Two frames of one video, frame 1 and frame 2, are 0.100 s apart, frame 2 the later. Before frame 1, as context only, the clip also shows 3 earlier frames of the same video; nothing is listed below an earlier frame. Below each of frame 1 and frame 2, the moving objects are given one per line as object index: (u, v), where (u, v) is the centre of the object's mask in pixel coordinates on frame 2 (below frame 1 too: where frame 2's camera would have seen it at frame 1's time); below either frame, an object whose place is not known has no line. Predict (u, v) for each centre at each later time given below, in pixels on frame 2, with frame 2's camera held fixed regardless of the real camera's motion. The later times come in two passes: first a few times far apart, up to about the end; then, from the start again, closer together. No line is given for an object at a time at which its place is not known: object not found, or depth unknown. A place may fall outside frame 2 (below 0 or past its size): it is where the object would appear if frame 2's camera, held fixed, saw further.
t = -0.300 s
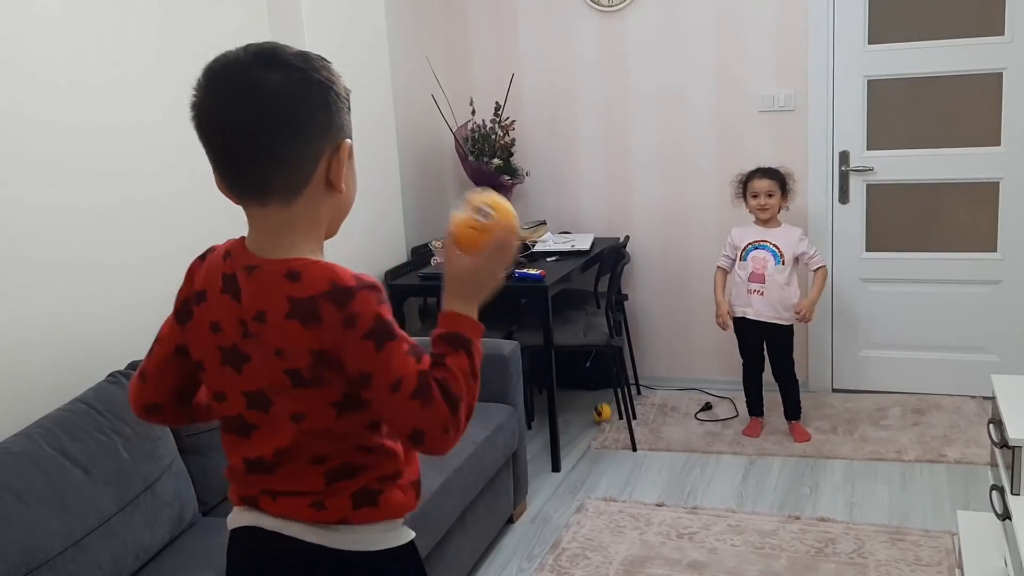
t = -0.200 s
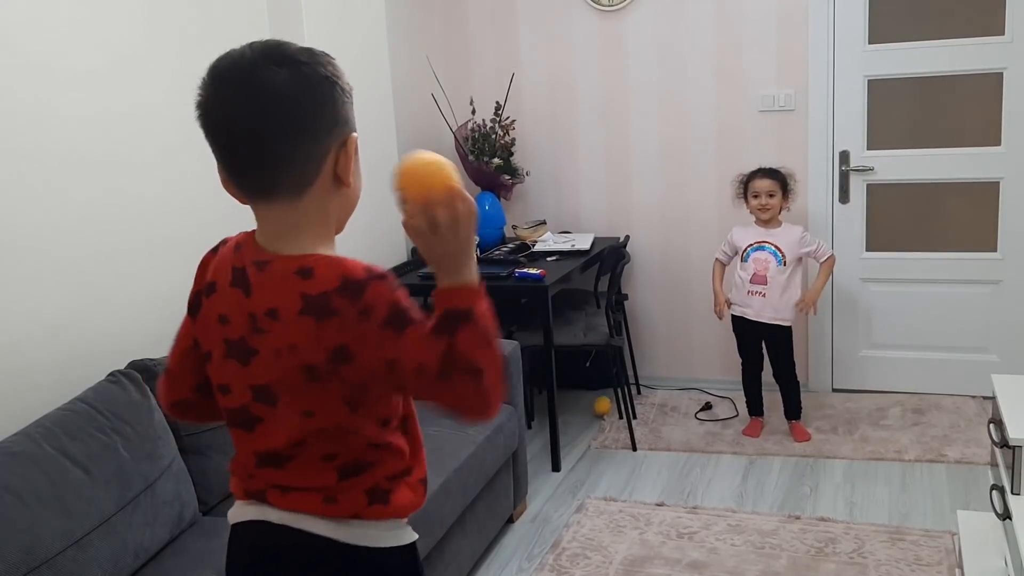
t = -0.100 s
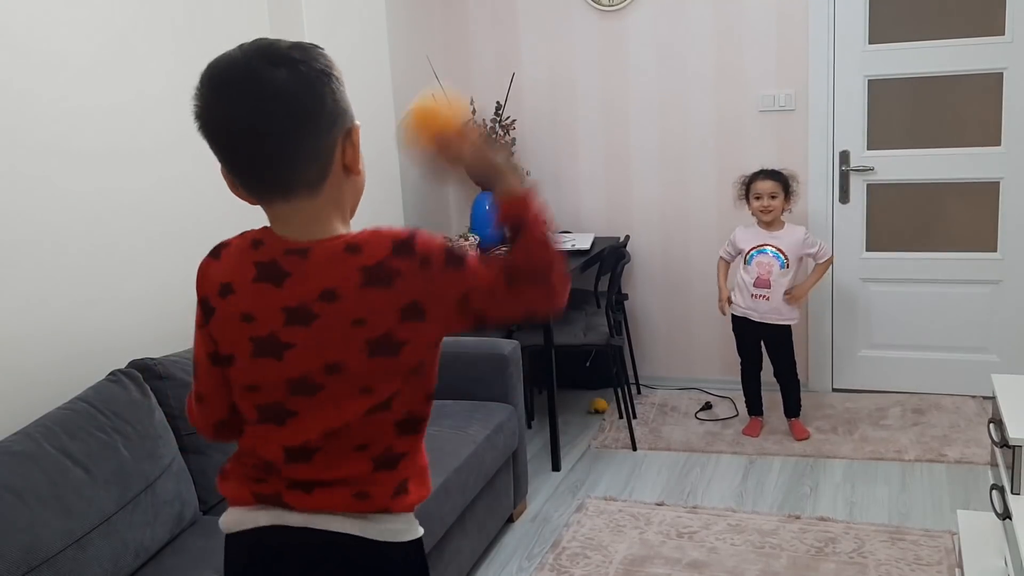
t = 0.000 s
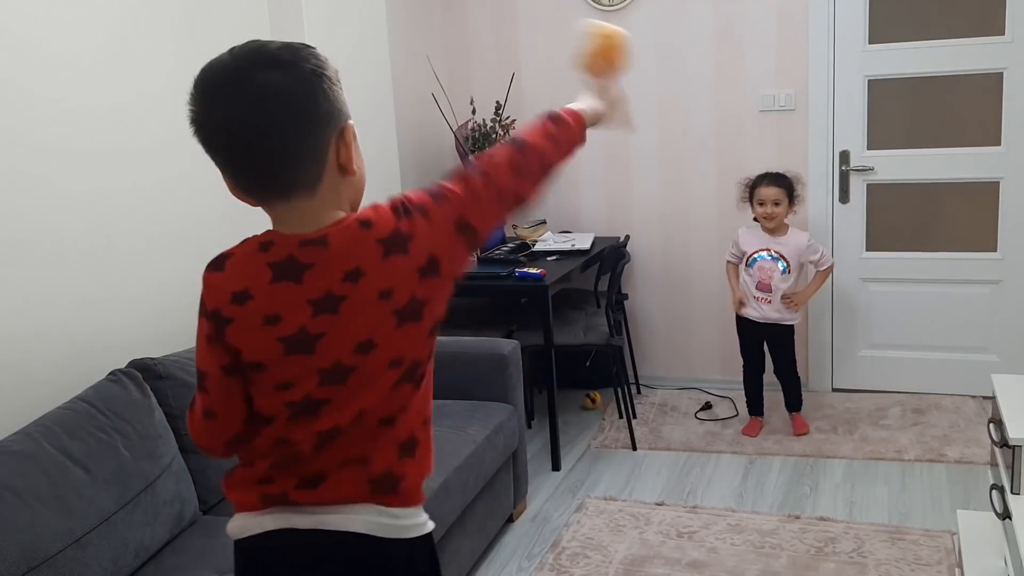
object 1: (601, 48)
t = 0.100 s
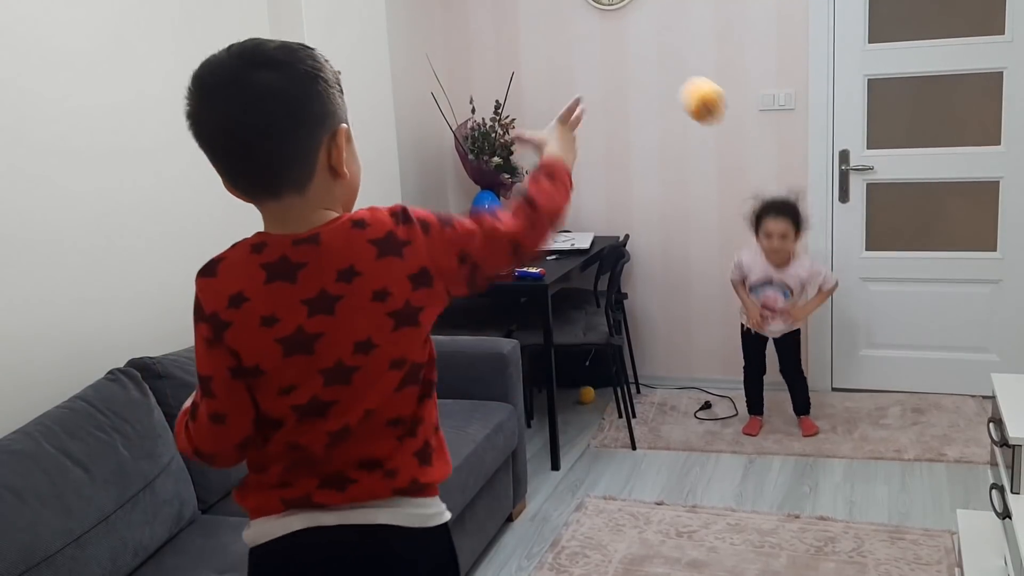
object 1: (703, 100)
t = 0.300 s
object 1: (806, 245)
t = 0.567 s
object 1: (861, 374)
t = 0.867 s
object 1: (862, 345)
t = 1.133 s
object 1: (856, 423)
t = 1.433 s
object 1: (850, 457)
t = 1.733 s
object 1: (841, 470)
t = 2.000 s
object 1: (837, 473)
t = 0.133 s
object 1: (727, 120)
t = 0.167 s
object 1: (747, 142)
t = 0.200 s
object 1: (766, 167)
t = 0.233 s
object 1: (783, 193)
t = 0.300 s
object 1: (806, 245)
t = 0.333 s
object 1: (816, 270)
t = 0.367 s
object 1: (825, 295)
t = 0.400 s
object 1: (834, 321)
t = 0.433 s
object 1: (842, 348)
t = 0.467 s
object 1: (848, 376)
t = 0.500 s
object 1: (853, 404)
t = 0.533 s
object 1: (858, 400)
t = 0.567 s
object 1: (861, 374)
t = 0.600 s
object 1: (864, 354)
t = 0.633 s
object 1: (867, 335)
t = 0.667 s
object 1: (866, 327)
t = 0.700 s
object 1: (866, 324)
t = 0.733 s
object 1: (865, 324)
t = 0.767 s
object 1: (864, 326)
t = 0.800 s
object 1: (863, 329)
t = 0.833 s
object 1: (863, 336)
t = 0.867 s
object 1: (862, 345)
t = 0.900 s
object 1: (861, 358)
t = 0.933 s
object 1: (860, 374)
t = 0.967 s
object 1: (859, 392)
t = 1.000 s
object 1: (859, 414)
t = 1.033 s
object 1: (858, 440)
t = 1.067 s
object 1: (858, 442)
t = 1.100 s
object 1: (857, 431)
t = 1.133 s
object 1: (856, 423)
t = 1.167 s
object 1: (855, 419)
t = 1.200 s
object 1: (854, 416)
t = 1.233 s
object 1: (854, 417)
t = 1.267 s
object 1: (853, 420)
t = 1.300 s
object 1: (853, 427)
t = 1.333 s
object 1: (852, 438)
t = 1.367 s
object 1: (852, 450)
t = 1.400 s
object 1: (850, 462)
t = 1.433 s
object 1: (850, 457)
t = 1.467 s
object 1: (849, 452)
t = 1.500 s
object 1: (848, 451)
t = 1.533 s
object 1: (846, 453)
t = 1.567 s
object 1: (845, 458)
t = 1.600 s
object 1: (844, 467)
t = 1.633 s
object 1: (843, 475)
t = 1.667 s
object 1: (842, 471)
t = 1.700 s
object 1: (842, 470)
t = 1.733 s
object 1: (841, 470)
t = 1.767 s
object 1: (840, 474)
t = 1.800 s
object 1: (839, 474)
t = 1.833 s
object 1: (838, 473)
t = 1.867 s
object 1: (838, 474)
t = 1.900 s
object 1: (838, 474)
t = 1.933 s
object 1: (837, 474)
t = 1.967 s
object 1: (837, 473)
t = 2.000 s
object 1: (837, 473)
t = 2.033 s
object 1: (836, 472)
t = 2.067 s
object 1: (836, 471)
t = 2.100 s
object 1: (836, 471)
